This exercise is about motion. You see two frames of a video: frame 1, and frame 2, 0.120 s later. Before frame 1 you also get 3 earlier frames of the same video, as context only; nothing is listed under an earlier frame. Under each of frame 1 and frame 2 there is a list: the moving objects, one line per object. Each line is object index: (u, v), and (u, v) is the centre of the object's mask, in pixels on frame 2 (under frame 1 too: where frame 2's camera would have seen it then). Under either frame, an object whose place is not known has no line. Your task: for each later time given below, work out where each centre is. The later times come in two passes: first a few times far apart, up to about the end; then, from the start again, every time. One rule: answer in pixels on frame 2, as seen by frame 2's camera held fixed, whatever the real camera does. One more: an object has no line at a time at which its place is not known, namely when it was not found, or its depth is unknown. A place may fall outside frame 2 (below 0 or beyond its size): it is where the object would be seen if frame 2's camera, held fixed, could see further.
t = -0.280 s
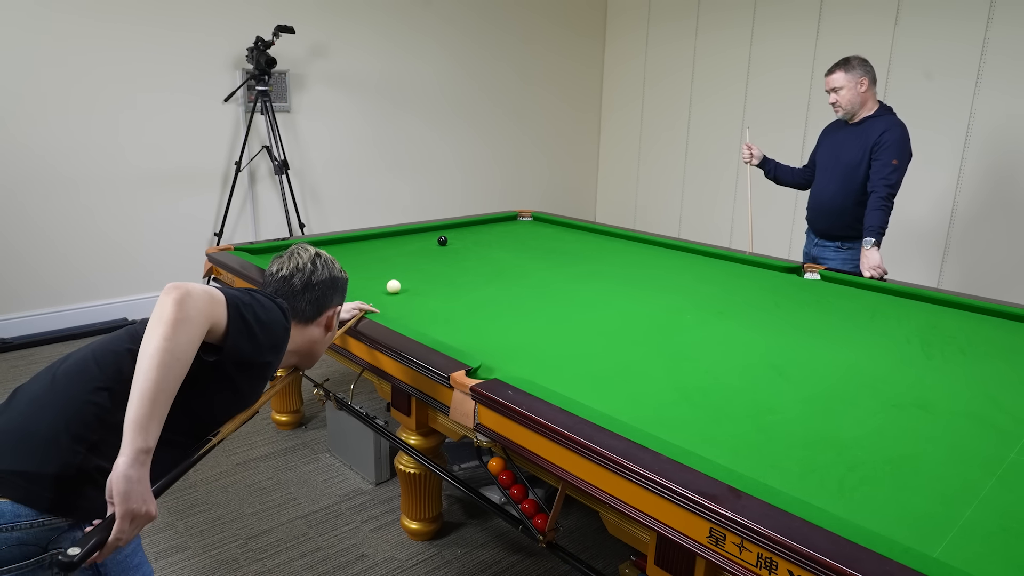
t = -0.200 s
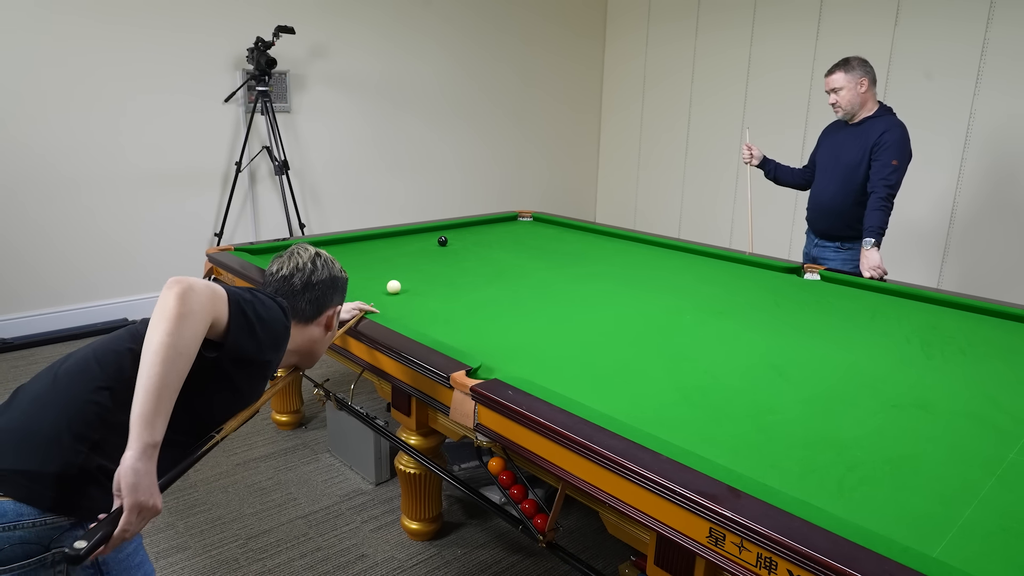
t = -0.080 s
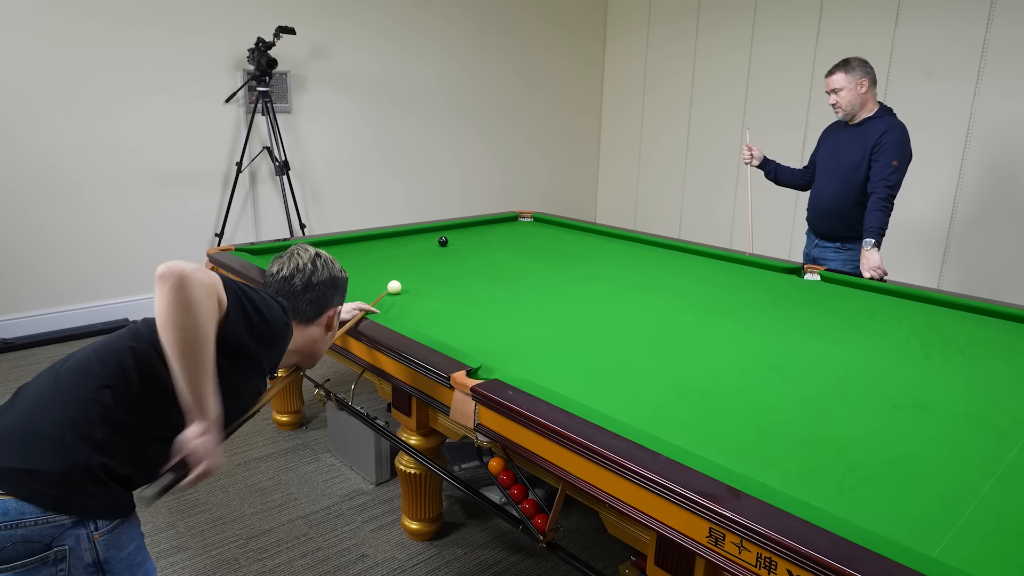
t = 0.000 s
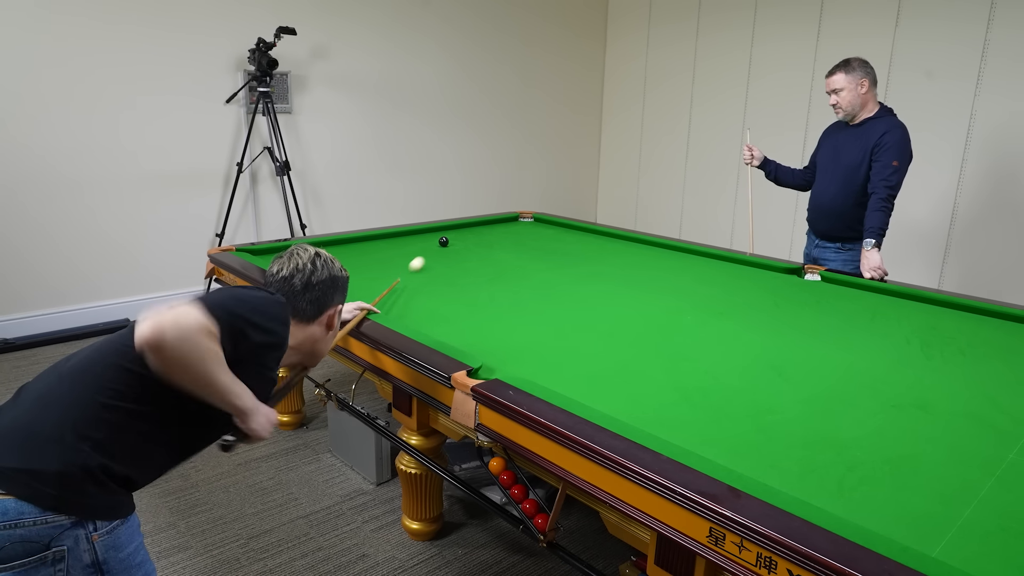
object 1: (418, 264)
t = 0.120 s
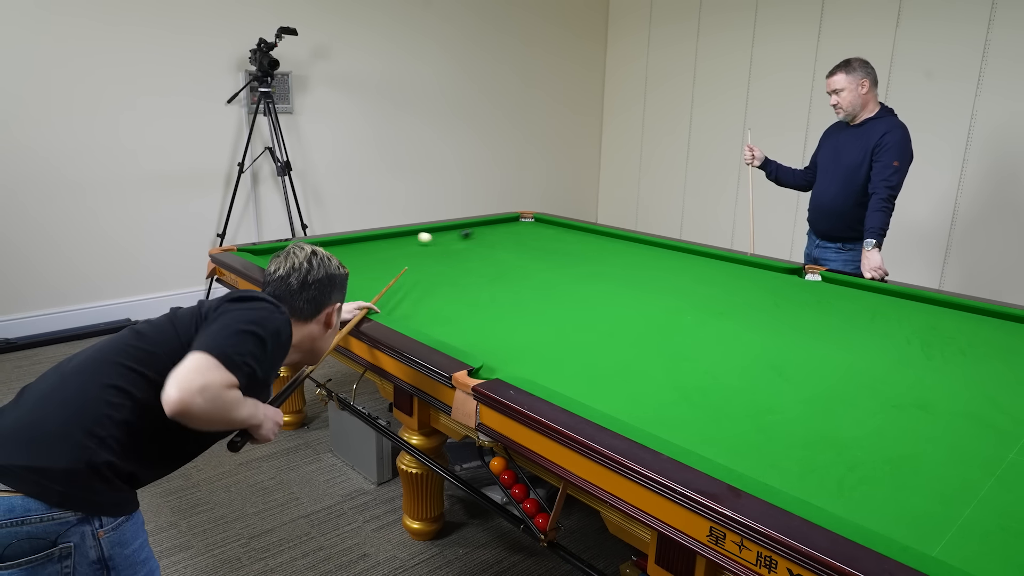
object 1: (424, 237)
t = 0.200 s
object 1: (399, 235)
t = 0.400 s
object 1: (414, 245)
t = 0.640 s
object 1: (452, 267)
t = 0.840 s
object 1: (491, 282)
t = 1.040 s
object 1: (535, 296)
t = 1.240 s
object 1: (584, 312)
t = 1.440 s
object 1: (639, 329)
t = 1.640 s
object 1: (703, 349)
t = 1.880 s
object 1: (791, 377)
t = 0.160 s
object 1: (412, 236)
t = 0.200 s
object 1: (399, 235)
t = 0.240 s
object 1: (393, 232)
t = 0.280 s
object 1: (398, 233)
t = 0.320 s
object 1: (403, 237)
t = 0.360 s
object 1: (408, 244)
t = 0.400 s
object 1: (414, 245)
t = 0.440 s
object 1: (419, 250)
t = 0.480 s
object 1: (425, 253)
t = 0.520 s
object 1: (432, 257)
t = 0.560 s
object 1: (438, 260)
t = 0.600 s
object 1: (445, 263)
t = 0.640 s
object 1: (452, 267)
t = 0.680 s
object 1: (459, 270)
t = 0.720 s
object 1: (466, 273)
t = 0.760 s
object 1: (474, 276)
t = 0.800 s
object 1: (482, 279)
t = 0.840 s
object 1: (491, 282)
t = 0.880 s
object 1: (499, 285)
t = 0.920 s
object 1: (507, 288)
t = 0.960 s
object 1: (516, 290)
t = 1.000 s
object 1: (525, 293)
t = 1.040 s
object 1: (535, 296)
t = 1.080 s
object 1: (544, 299)
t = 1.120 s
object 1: (553, 302)
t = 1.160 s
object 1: (563, 305)
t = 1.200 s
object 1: (573, 308)
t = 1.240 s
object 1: (584, 312)
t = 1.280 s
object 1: (594, 315)
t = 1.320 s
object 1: (605, 318)
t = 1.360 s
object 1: (616, 322)
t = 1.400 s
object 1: (627, 326)
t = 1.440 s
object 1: (639, 329)
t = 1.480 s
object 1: (651, 333)
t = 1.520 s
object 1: (663, 337)
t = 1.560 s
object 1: (676, 341)
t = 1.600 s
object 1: (689, 345)
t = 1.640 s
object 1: (703, 349)
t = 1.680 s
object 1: (716, 354)
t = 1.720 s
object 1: (730, 358)
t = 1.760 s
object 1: (745, 362)
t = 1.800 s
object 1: (760, 367)
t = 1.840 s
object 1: (775, 371)
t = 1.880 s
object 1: (791, 377)
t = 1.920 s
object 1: (807, 382)
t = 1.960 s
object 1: (824, 387)
